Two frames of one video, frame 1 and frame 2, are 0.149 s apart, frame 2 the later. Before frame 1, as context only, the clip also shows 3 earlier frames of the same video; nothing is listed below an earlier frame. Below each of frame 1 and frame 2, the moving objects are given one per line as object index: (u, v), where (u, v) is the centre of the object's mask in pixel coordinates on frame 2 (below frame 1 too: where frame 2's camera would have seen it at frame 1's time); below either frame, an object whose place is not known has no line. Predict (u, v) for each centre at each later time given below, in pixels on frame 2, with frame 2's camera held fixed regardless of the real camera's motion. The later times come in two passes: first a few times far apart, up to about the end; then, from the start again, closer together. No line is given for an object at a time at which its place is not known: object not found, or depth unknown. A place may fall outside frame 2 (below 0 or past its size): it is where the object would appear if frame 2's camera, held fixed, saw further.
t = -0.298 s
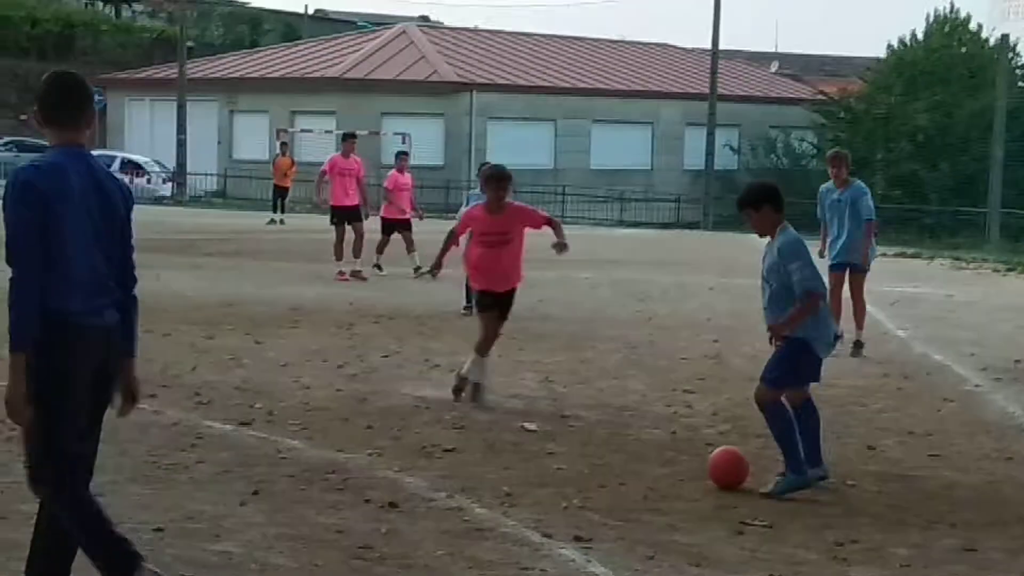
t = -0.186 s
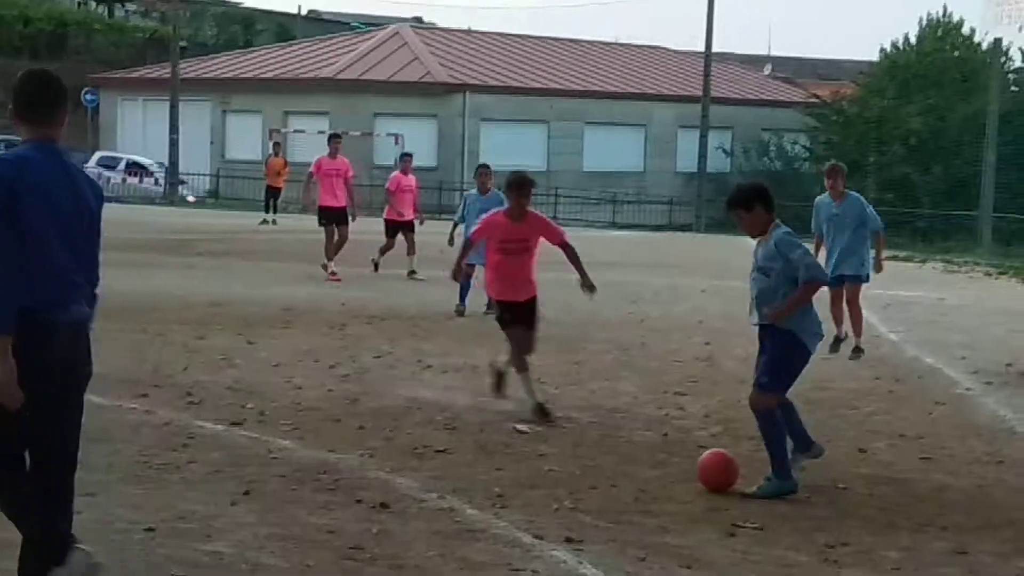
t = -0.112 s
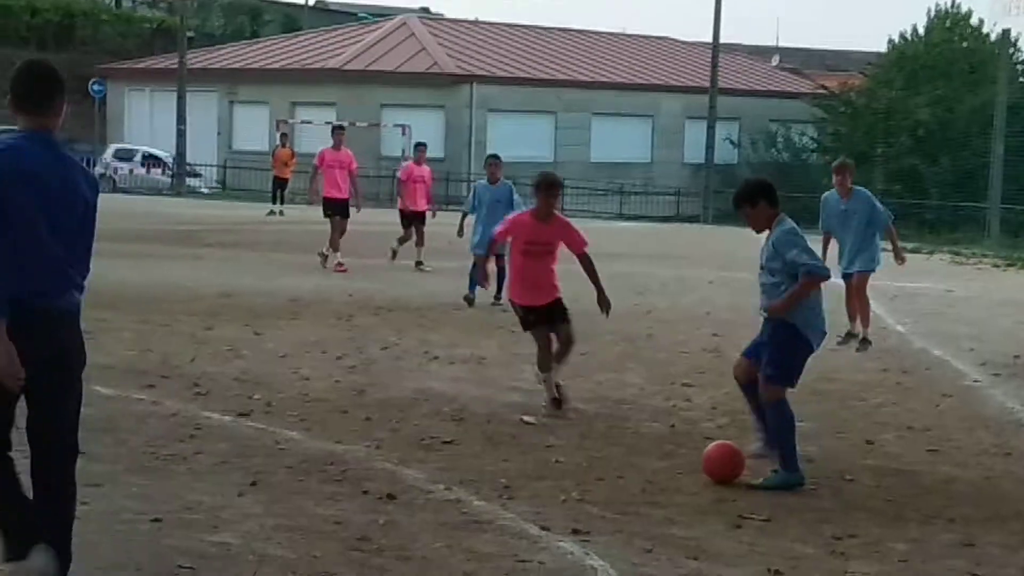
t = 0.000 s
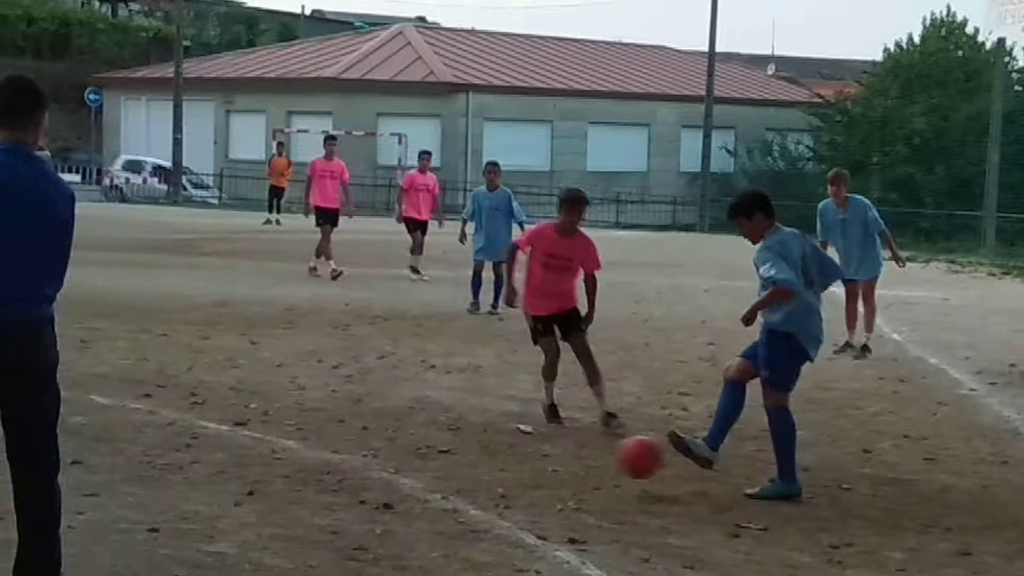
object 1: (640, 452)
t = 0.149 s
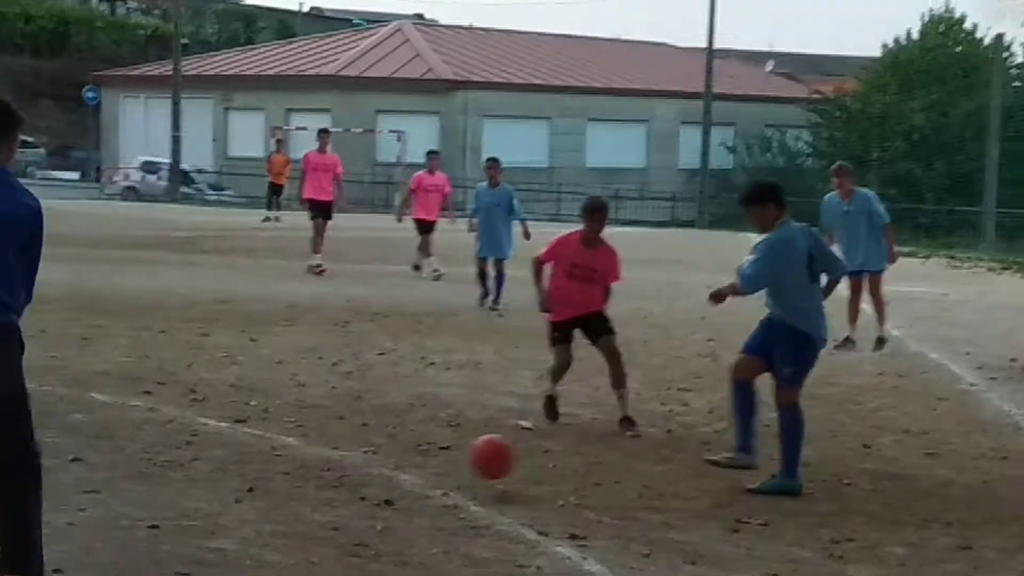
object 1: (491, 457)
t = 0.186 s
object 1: (454, 466)
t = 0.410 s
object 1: (243, 478)
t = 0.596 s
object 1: (62, 486)
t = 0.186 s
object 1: (454, 466)
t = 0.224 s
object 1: (415, 475)
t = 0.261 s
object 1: (381, 471)
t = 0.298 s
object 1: (348, 471)
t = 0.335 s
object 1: (314, 472)
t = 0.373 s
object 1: (278, 477)
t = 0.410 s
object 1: (243, 478)
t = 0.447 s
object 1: (208, 476)
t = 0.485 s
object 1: (173, 476)
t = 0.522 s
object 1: (138, 479)
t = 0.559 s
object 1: (99, 486)
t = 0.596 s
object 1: (62, 486)
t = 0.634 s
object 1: (23, 488)
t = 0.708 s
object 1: (-43, 486)
